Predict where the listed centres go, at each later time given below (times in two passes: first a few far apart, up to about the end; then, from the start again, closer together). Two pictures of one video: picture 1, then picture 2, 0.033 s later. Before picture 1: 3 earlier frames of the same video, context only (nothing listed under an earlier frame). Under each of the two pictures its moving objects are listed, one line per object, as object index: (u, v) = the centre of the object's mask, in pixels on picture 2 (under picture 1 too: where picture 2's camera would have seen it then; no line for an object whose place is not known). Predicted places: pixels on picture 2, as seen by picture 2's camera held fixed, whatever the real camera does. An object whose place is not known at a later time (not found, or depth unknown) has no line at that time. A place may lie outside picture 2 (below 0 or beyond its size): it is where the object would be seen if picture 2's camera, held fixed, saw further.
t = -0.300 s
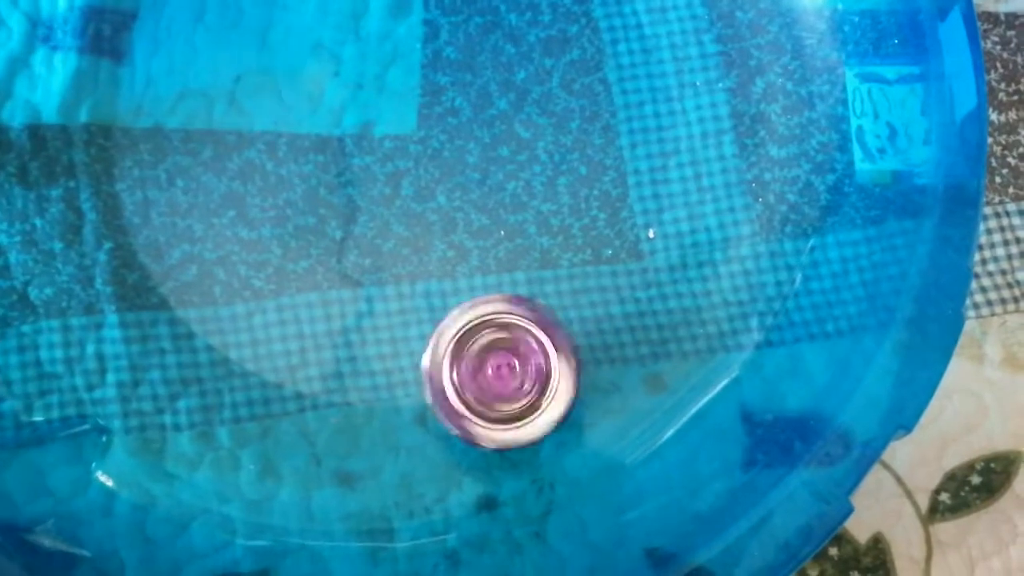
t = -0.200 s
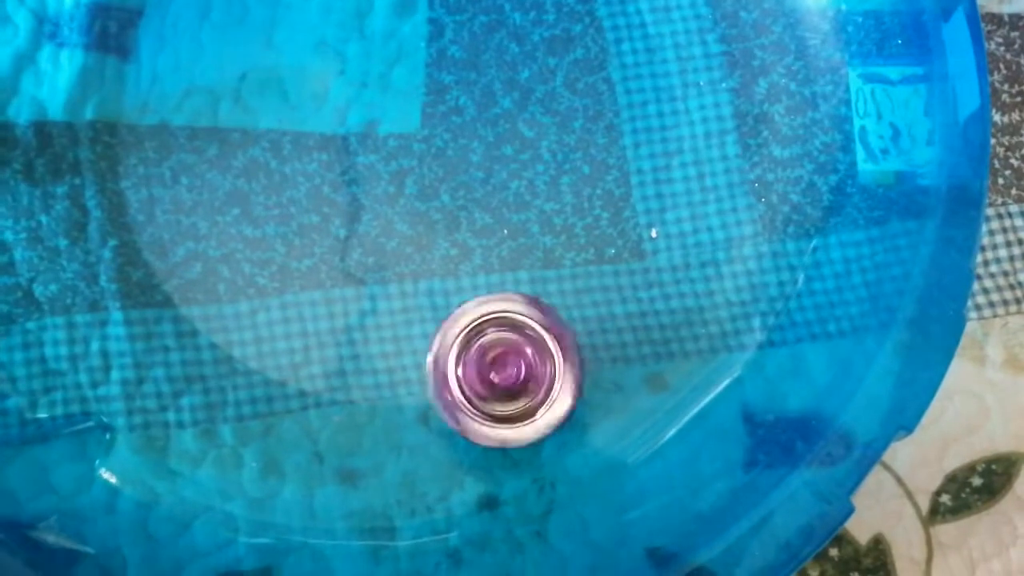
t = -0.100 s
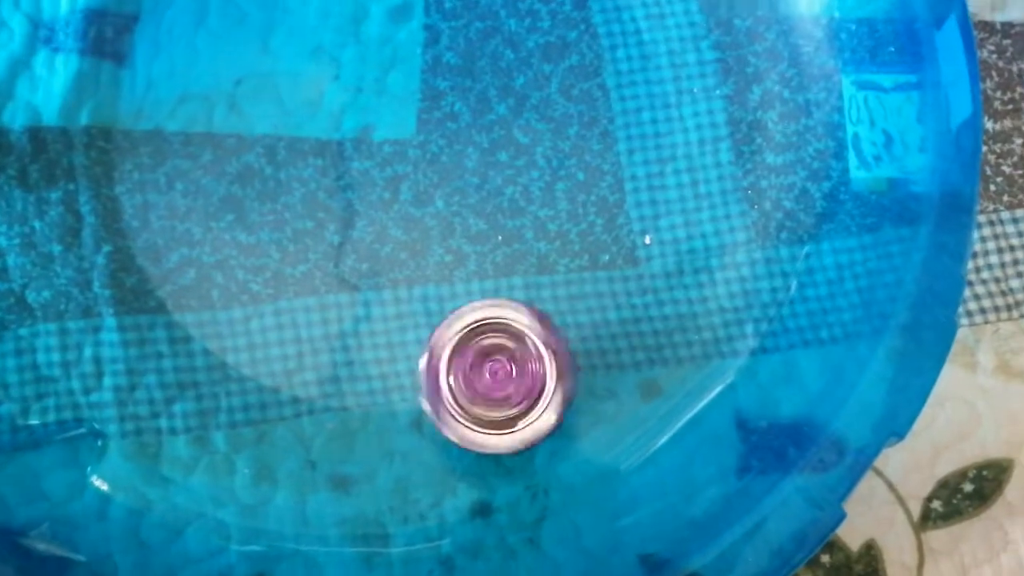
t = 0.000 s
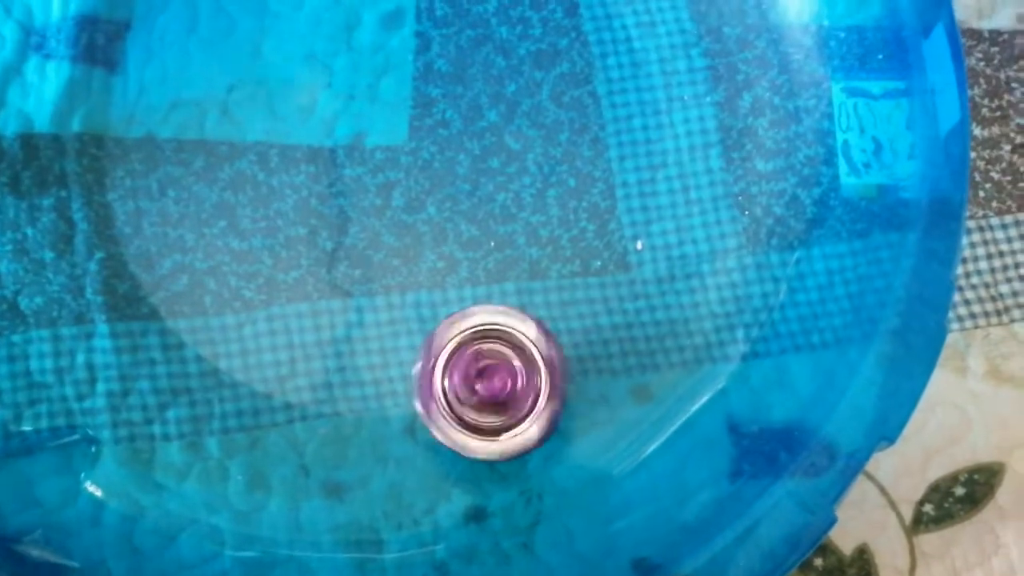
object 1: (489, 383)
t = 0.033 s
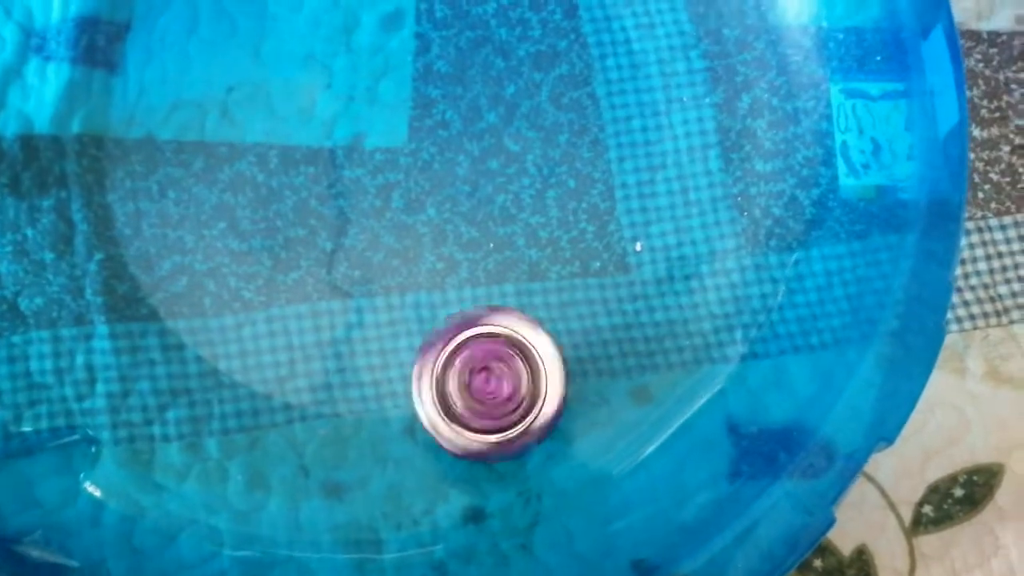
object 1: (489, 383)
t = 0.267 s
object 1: (486, 384)
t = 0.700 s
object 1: (490, 381)
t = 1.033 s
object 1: (487, 384)
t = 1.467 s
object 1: (490, 383)
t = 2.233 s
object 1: (523, 345)
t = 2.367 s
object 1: (518, 333)
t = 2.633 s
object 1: (511, 338)
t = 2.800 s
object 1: (506, 343)
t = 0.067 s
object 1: (487, 383)
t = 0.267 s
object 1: (486, 384)
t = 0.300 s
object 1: (487, 383)
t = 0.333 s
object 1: (489, 382)
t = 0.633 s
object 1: (489, 383)
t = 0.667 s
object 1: (488, 382)
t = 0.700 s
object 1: (490, 381)
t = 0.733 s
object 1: (491, 382)
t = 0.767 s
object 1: (490, 383)
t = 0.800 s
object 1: (490, 384)
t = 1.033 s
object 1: (487, 384)
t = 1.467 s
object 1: (490, 383)
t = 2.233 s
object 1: (523, 345)
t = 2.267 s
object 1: (522, 341)
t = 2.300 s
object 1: (521, 337)
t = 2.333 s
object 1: (520, 334)
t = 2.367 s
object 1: (518, 333)
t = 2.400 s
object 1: (516, 334)
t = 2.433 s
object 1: (515, 335)
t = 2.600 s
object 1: (512, 338)
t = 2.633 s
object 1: (511, 338)
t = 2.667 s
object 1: (510, 339)
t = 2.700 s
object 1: (509, 340)
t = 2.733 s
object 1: (508, 341)
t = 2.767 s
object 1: (507, 342)
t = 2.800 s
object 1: (506, 343)
